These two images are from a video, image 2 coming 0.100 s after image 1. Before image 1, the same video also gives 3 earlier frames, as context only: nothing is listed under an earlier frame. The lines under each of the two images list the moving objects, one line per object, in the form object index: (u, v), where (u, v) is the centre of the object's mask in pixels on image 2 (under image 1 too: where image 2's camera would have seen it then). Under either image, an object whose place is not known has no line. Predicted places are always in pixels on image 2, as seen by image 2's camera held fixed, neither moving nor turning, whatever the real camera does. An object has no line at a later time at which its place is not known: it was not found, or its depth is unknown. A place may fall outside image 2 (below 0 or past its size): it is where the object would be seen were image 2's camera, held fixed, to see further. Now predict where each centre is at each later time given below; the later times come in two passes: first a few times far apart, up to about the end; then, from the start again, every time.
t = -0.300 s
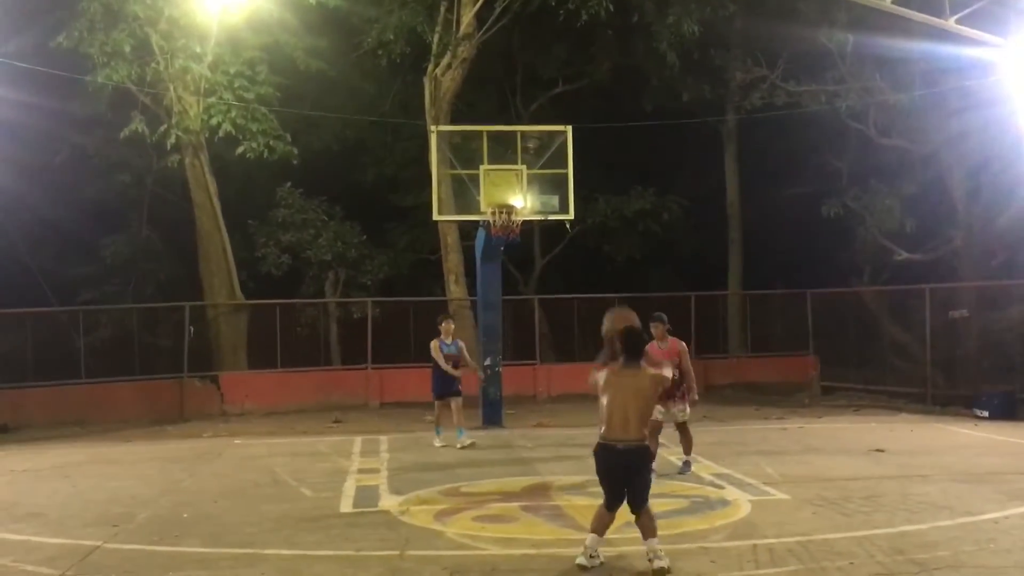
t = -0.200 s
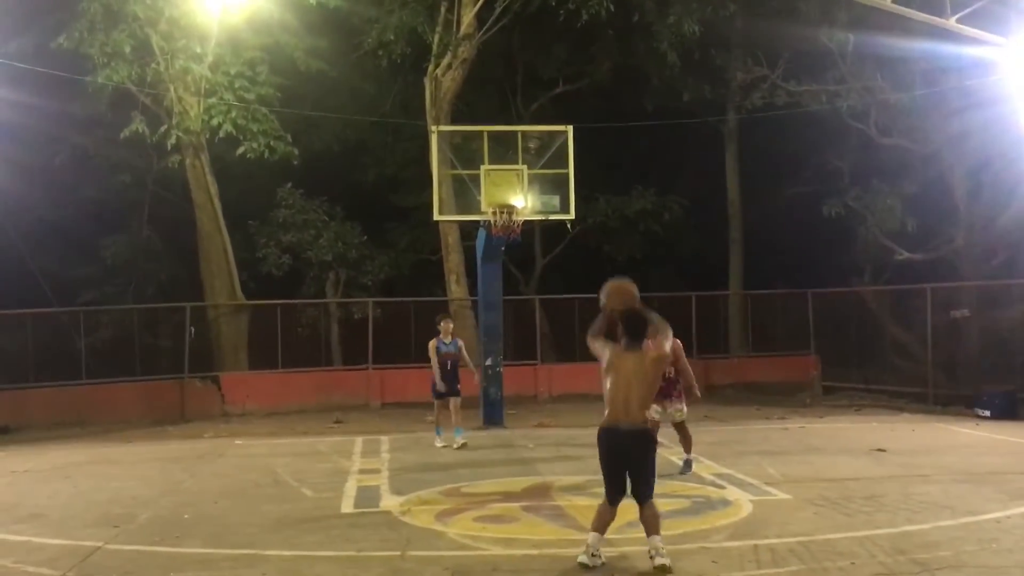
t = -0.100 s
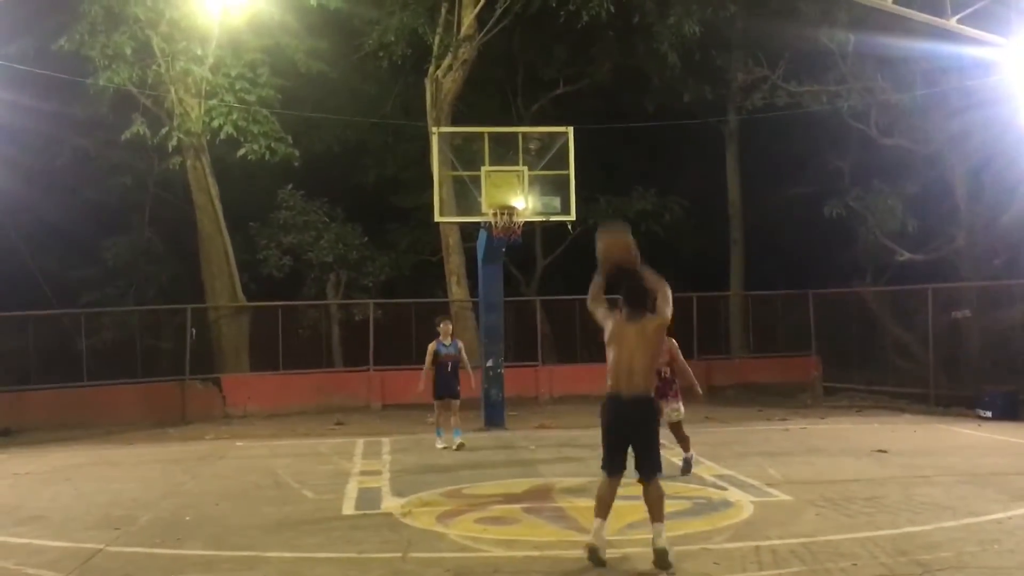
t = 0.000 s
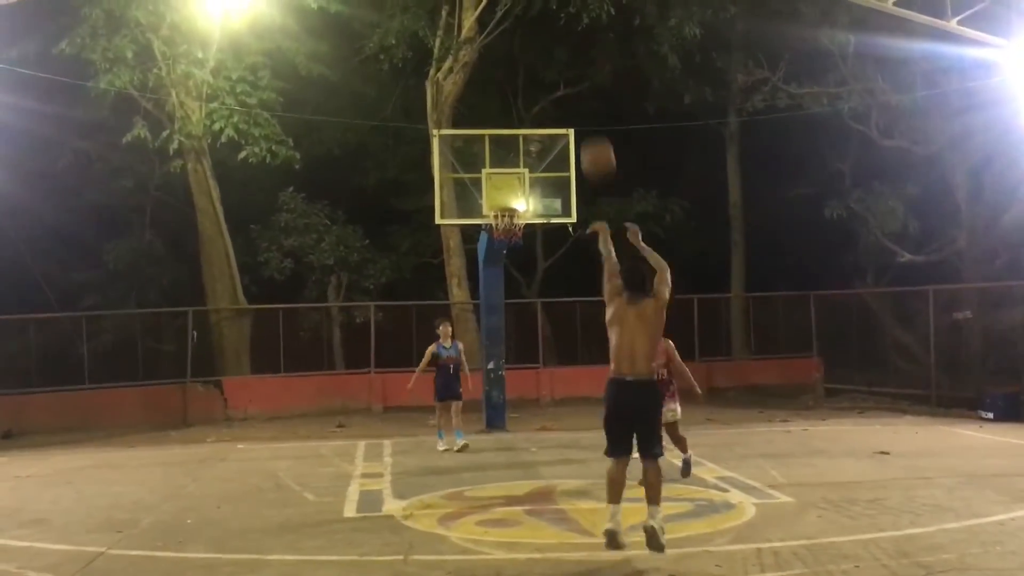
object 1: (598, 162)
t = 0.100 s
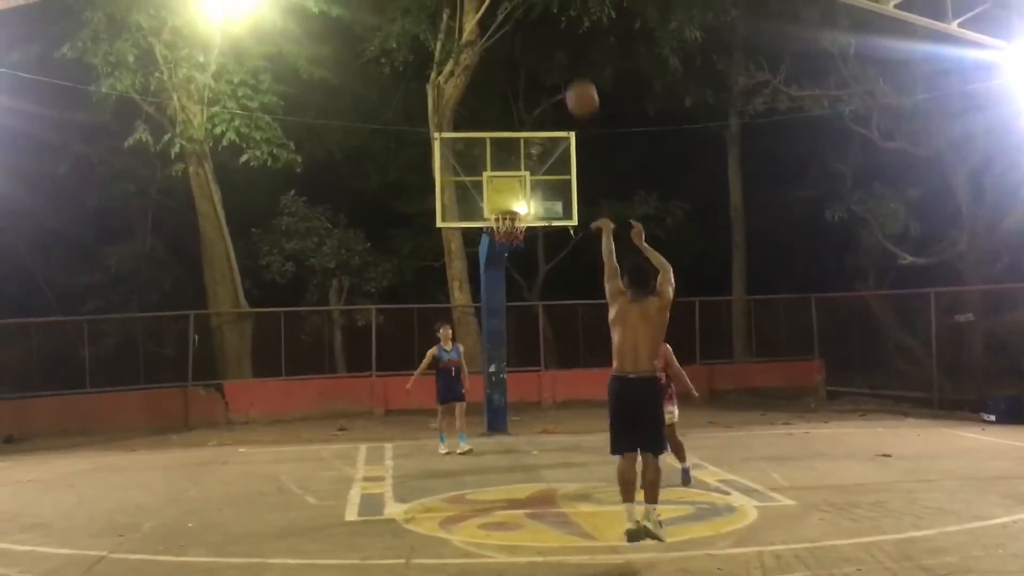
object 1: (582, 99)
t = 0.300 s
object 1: (558, 33)
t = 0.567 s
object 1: (534, 29)
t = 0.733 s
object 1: (522, 61)
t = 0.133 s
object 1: (577, 83)
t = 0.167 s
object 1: (573, 69)
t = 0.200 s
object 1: (569, 58)
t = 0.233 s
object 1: (565, 48)
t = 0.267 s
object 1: (561, 40)
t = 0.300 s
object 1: (558, 33)
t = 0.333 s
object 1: (554, 29)
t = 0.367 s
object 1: (551, 25)
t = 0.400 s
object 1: (548, 23)
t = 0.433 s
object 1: (545, 22)
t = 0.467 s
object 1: (542, 22)
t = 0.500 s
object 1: (539, 23)
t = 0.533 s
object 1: (536, 26)
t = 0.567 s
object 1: (534, 29)
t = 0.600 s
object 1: (531, 34)
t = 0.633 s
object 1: (529, 39)
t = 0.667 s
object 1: (526, 45)
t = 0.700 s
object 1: (524, 52)
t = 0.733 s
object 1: (522, 61)
